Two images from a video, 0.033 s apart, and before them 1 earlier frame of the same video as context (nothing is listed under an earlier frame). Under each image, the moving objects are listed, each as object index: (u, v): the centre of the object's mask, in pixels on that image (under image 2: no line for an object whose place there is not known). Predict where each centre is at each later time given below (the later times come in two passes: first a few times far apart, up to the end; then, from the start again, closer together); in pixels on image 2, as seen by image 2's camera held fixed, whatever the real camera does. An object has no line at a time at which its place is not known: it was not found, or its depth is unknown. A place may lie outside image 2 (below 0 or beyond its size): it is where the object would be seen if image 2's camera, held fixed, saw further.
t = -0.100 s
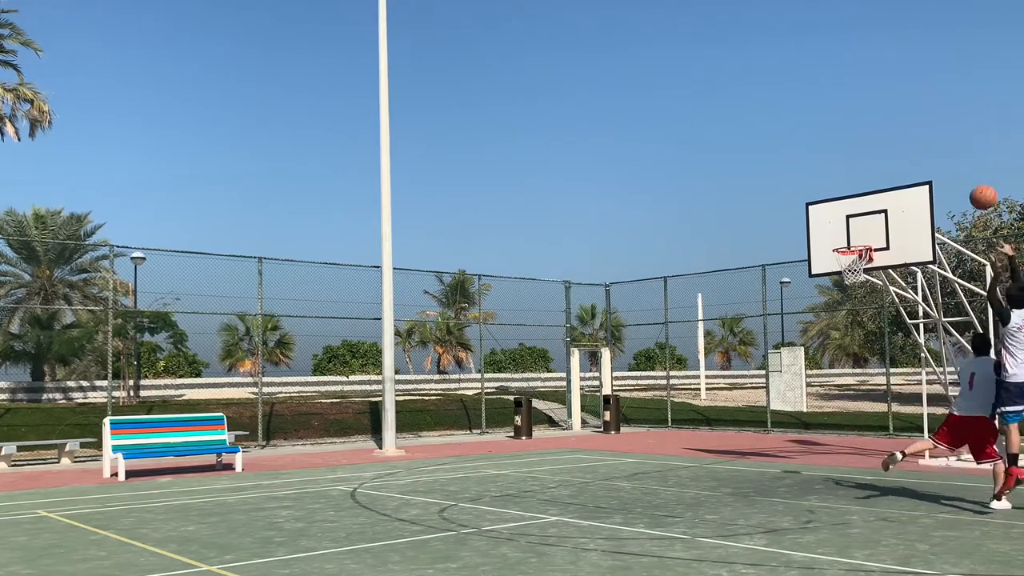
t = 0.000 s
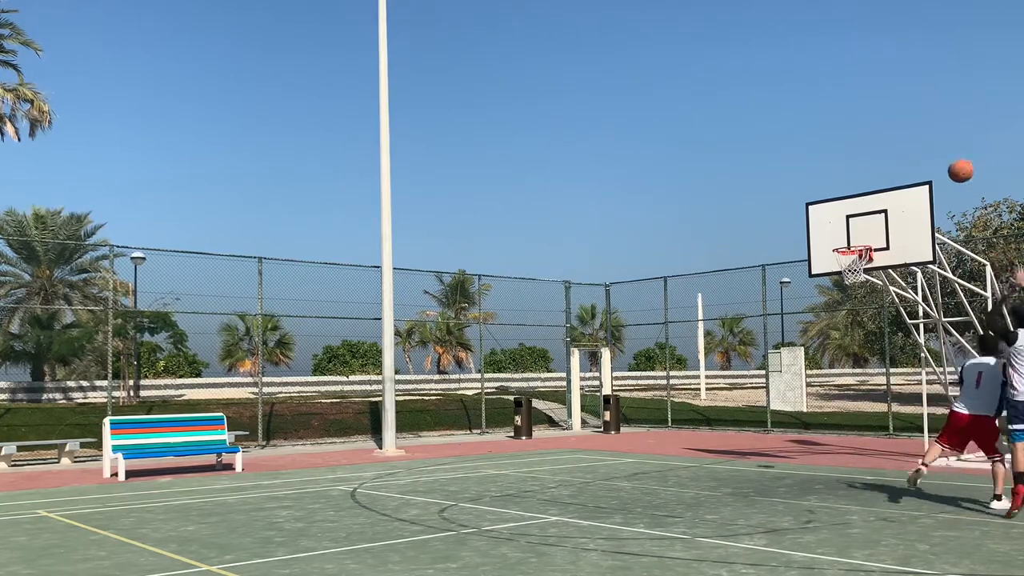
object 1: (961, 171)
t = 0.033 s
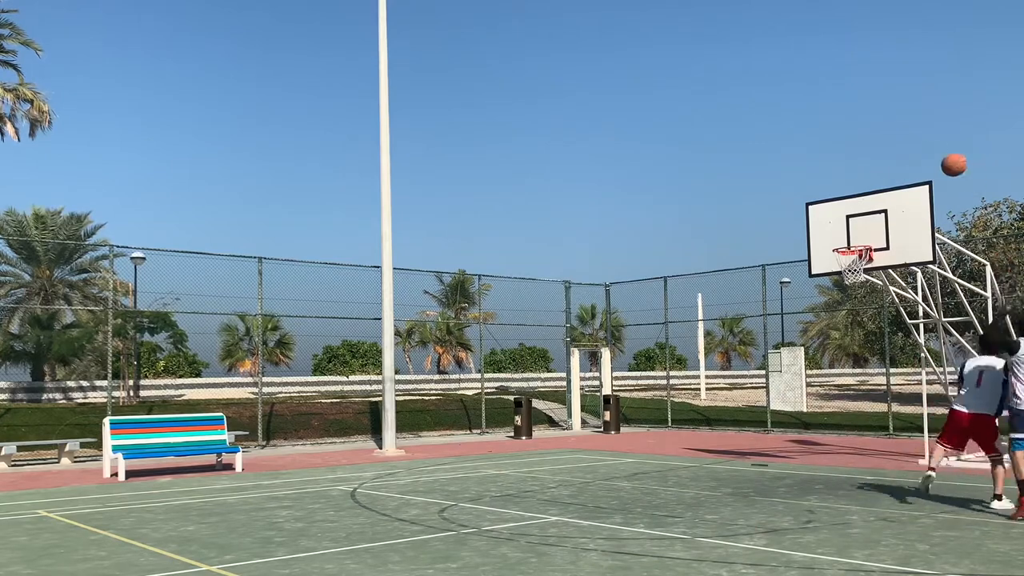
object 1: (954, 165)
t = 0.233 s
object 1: (916, 151)
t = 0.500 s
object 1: (877, 182)
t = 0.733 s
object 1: (849, 247)
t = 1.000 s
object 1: (849, 265)
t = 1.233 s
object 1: (848, 276)
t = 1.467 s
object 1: (847, 332)
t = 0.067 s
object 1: (947, 159)
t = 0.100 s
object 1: (940, 156)
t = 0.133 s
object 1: (934, 153)
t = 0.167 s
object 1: (928, 151)
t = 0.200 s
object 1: (922, 150)
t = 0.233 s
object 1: (916, 151)
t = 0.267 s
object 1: (911, 152)
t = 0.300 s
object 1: (905, 154)
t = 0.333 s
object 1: (900, 156)
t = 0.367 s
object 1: (895, 160)
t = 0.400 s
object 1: (890, 165)
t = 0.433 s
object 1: (886, 170)
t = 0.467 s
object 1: (881, 176)
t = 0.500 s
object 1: (877, 182)
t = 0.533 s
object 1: (872, 190)
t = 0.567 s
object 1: (868, 199)
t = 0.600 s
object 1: (864, 207)
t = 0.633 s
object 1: (860, 217)
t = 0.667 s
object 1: (856, 227)
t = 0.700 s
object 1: (852, 238)
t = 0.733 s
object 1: (849, 247)
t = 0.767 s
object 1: (854, 249)
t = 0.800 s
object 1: (855, 255)
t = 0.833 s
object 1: (852, 261)
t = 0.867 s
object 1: (850, 265)
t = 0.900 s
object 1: (851, 267)
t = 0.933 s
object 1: (851, 266)
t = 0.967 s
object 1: (849, 265)
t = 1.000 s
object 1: (849, 265)
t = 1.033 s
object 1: (848, 265)
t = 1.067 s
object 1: (848, 265)
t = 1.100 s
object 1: (848, 266)
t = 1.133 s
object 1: (847, 268)
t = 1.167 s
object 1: (847, 270)
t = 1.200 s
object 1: (847, 272)
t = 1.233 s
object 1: (848, 276)
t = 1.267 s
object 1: (849, 282)
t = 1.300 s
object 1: (847, 289)
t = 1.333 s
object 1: (846, 297)
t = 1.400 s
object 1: (846, 313)
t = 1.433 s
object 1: (846, 323)
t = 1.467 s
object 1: (847, 332)
